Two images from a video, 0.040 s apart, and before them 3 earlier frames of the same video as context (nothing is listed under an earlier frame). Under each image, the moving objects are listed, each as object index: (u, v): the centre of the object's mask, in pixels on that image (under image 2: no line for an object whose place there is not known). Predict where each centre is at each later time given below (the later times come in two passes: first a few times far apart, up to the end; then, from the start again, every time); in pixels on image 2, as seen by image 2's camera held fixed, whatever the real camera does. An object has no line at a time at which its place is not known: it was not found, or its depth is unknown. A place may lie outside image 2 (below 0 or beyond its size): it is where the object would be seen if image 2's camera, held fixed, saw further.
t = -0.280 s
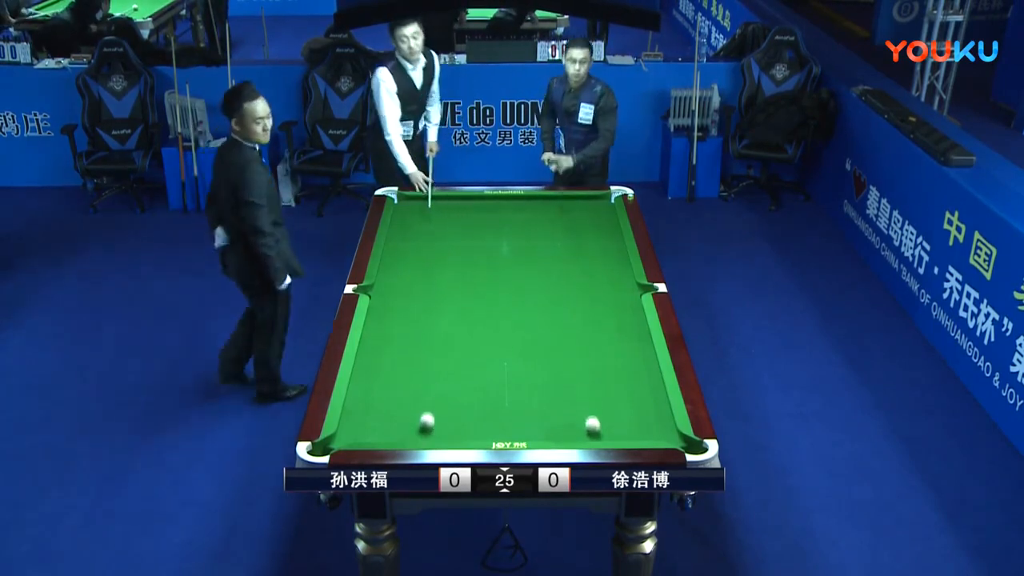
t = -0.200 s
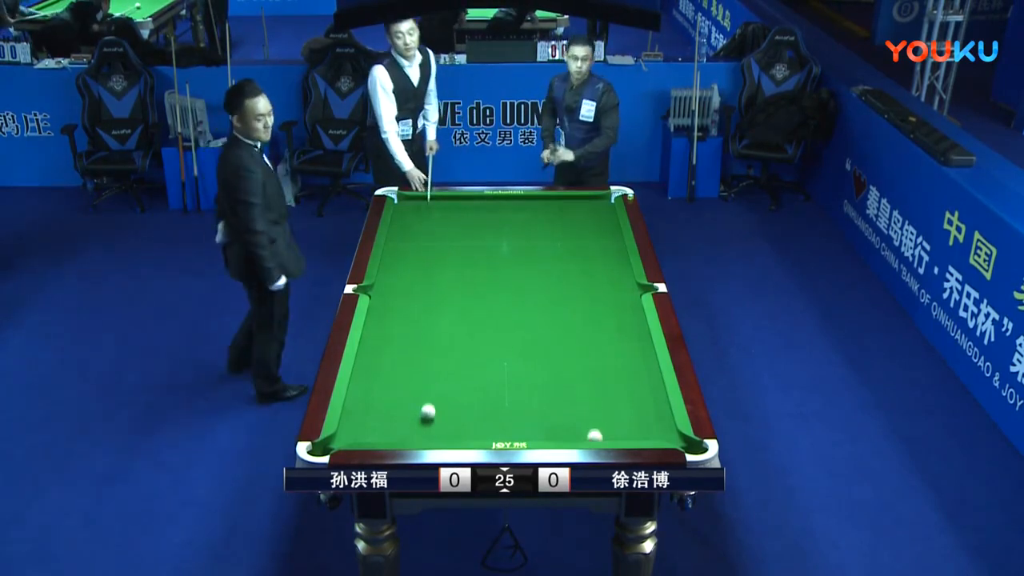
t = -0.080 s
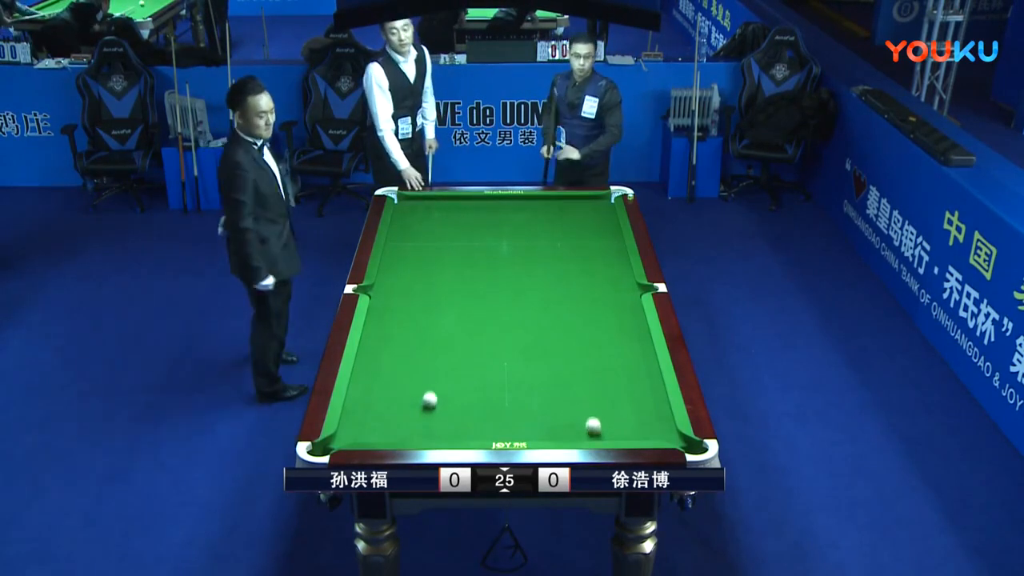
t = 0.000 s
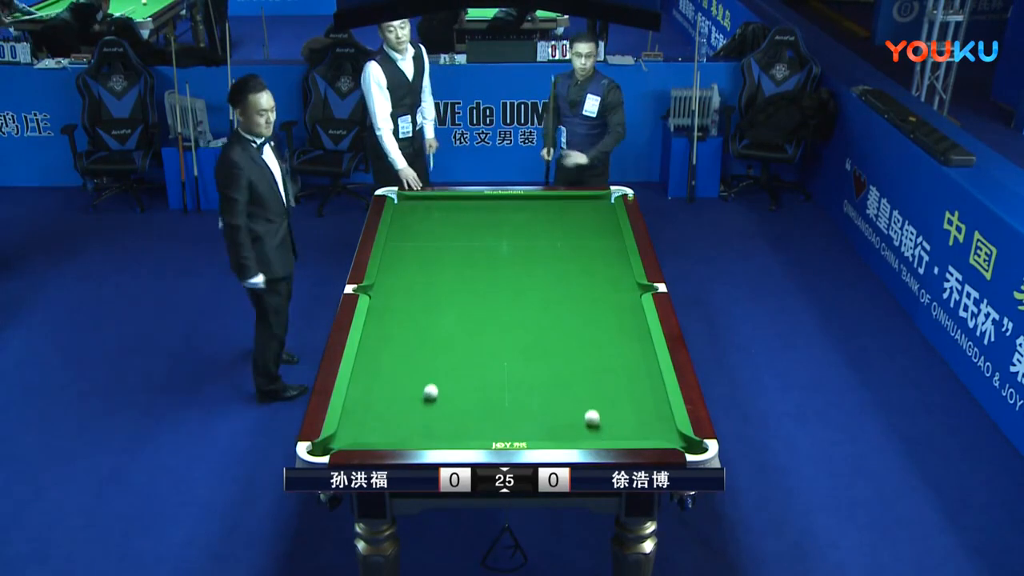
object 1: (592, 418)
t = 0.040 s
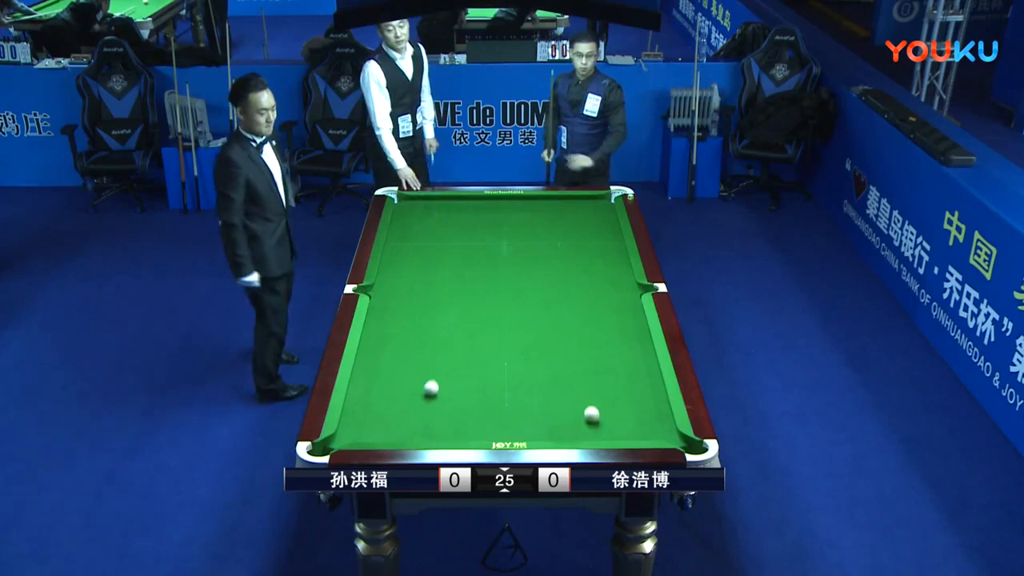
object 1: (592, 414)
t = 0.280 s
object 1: (589, 394)
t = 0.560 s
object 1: (586, 372)
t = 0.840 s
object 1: (583, 353)
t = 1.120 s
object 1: (581, 336)
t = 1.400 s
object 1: (578, 321)
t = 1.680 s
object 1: (576, 307)
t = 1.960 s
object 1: (575, 295)
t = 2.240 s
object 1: (573, 284)
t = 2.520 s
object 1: (572, 274)
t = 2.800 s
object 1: (570, 265)
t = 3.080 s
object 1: (569, 257)
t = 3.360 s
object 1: (568, 250)
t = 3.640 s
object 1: (568, 244)
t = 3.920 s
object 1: (567, 238)
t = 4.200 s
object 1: (566, 234)
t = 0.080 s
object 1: (591, 411)
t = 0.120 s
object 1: (591, 407)
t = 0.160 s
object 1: (590, 404)
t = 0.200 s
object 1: (590, 400)
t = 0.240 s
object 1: (589, 397)
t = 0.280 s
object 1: (589, 394)
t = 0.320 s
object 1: (588, 390)
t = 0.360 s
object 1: (588, 388)
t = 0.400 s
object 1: (587, 384)
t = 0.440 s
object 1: (587, 381)
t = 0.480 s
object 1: (586, 378)
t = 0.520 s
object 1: (586, 375)
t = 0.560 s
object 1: (586, 372)
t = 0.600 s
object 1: (585, 369)
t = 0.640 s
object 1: (585, 367)
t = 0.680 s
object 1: (584, 364)
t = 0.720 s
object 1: (584, 361)
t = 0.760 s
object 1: (584, 358)
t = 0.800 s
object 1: (583, 356)
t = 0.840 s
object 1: (583, 353)
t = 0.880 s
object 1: (583, 351)
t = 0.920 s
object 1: (582, 348)
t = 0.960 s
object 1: (582, 346)
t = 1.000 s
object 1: (582, 343)
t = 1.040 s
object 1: (581, 341)
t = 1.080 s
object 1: (581, 339)
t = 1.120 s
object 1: (581, 336)
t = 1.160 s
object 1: (580, 334)
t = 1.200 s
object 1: (580, 332)
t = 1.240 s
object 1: (580, 330)
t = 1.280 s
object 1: (579, 327)
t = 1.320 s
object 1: (579, 325)
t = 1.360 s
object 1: (579, 323)
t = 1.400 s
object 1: (578, 321)
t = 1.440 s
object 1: (578, 319)
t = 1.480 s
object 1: (578, 317)
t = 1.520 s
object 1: (578, 315)
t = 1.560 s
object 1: (577, 313)
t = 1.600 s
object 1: (577, 311)
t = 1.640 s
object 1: (577, 309)
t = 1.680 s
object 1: (576, 307)
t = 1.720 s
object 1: (576, 306)
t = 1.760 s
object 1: (576, 304)
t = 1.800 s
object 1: (576, 302)
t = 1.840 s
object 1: (575, 300)
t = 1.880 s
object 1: (575, 298)
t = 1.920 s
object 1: (575, 297)
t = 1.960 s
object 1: (575, 295)
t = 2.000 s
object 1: (575, 293)
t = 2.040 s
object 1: (574, 292)
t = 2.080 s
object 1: (574, 290)
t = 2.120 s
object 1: (574, 289)
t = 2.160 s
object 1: (573, 287)
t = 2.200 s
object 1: (573, 285)
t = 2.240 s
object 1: (573, 284)
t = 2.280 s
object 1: (573, 283)
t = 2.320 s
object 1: (573, 281)
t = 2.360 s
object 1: (572, 280)
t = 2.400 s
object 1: (572, 278)
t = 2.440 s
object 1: (572, 277)
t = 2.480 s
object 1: (572, 276)
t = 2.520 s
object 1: (572, 274)
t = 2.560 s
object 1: (571, 273)
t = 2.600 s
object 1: (571, 272)
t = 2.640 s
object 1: (571, 270)
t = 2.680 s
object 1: (571, 269)
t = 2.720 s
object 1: (571, 268)
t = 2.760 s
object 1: (571, 267)
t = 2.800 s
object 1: (570, 265)
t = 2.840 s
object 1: (570, 264)
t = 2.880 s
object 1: (570, 263)
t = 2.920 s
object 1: (570, 262)
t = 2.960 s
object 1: (570, 261)
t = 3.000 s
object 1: (570, 260)
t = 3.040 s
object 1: (570, 258)
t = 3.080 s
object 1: (569, 257)
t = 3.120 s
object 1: (569, 256)
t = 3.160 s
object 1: (569, 255)
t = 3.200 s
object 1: (569, 254)
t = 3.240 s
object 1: (569, 253)
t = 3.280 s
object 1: (569, 252)
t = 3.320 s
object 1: (569, 251)
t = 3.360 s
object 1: (568, 250)
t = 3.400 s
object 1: (568, 250)
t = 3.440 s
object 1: (568, 249)
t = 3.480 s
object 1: (568, 248)
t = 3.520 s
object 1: (568, 247)
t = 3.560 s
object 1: (568, 246)
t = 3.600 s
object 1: (568, 245)
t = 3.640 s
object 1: (568, 244)
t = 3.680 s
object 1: (567, 243)
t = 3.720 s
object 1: (567, 242)
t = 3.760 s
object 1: (567, 242)
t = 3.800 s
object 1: (567, 241)
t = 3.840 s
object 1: (567, 240)
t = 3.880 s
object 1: (567, 240)
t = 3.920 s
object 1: (567, 238)
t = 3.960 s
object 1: (567, 238)
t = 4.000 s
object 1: (566, 237)
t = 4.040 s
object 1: (566, 237)
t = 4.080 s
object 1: (566, 236)
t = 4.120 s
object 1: (566, 235)
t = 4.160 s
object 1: (566, 234)
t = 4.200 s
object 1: (566, 234)
